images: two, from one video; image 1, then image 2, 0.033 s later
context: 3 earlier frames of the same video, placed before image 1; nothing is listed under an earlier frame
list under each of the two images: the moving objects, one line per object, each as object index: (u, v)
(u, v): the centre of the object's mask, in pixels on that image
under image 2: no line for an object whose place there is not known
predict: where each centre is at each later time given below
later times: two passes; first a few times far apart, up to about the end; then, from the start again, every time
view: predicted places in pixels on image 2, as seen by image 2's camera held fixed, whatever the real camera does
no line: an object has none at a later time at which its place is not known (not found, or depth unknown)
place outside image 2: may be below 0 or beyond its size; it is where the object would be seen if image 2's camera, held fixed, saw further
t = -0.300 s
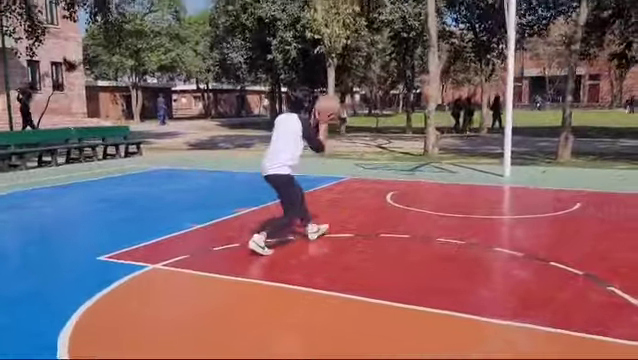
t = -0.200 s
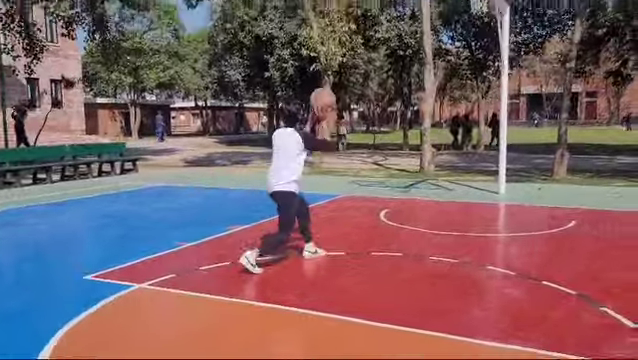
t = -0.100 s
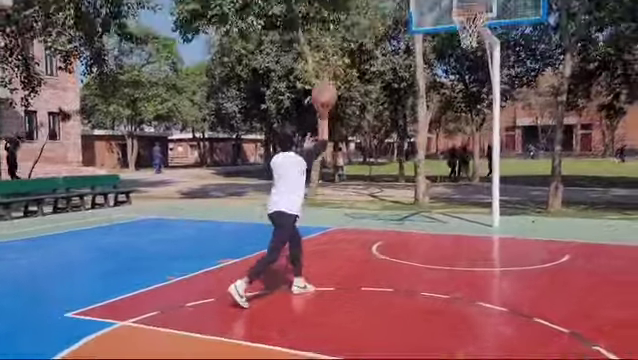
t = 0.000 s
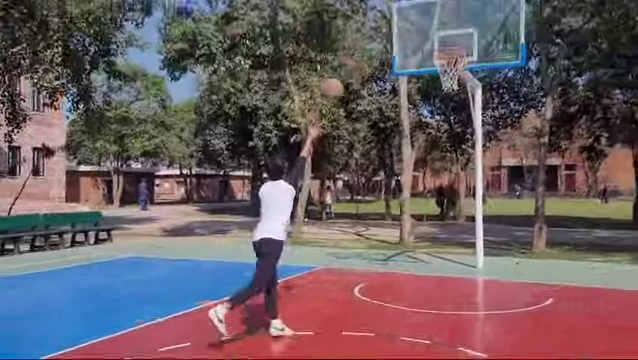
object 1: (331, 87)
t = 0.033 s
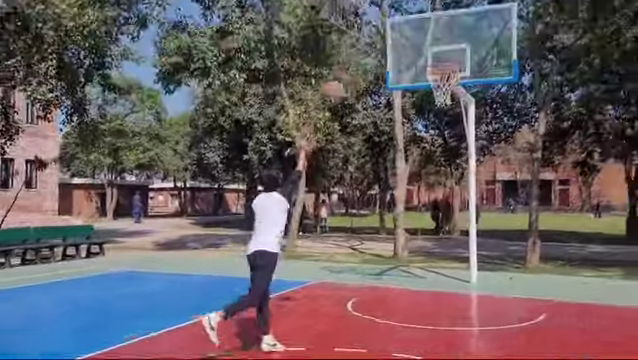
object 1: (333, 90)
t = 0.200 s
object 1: (360, 60)
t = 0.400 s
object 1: (391, 47)
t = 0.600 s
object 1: (422, 49)
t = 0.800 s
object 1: (417, 37)
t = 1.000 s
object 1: (406, 51)
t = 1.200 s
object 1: (394, 100)
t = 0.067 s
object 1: (341, 83)
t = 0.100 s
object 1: (345, 76)
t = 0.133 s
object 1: (347, 73)
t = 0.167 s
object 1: (354, 66)
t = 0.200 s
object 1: (360, 60)
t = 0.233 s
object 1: (371, 49)
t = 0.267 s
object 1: (377, 48)
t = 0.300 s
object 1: (374, 48)
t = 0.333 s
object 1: (383, 46)
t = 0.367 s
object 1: (387, 46)
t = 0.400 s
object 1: (391, 47)
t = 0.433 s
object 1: (406, 46)
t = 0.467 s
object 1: (406, 52)
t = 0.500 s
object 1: (417, 52)
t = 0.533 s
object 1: (419, 53)
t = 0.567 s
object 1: (419, 53)
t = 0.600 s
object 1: (422, 49)
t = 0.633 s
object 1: (420, 46)
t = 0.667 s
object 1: (418, 42)
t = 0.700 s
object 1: (418, 39)
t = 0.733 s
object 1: (417, 37)
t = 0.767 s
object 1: (417, 37)
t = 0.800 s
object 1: (417, 37)
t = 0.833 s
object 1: (416, 37)
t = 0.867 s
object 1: (412, 37)
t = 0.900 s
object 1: (410, 38)
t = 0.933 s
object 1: (410, 41)
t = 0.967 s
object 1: (409, 44)
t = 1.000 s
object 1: (406, 51)
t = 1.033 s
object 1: (403, 58)
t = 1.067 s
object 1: (402, 63)
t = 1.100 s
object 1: (400, 73)
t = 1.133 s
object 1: (400, 80)
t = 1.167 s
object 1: (400, 91)
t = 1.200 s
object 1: (394, 100)
